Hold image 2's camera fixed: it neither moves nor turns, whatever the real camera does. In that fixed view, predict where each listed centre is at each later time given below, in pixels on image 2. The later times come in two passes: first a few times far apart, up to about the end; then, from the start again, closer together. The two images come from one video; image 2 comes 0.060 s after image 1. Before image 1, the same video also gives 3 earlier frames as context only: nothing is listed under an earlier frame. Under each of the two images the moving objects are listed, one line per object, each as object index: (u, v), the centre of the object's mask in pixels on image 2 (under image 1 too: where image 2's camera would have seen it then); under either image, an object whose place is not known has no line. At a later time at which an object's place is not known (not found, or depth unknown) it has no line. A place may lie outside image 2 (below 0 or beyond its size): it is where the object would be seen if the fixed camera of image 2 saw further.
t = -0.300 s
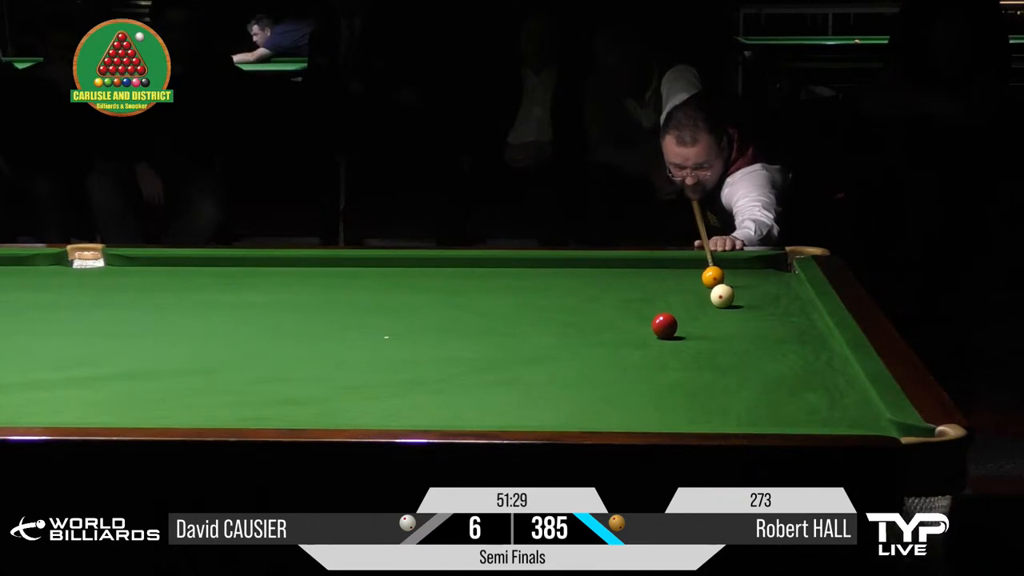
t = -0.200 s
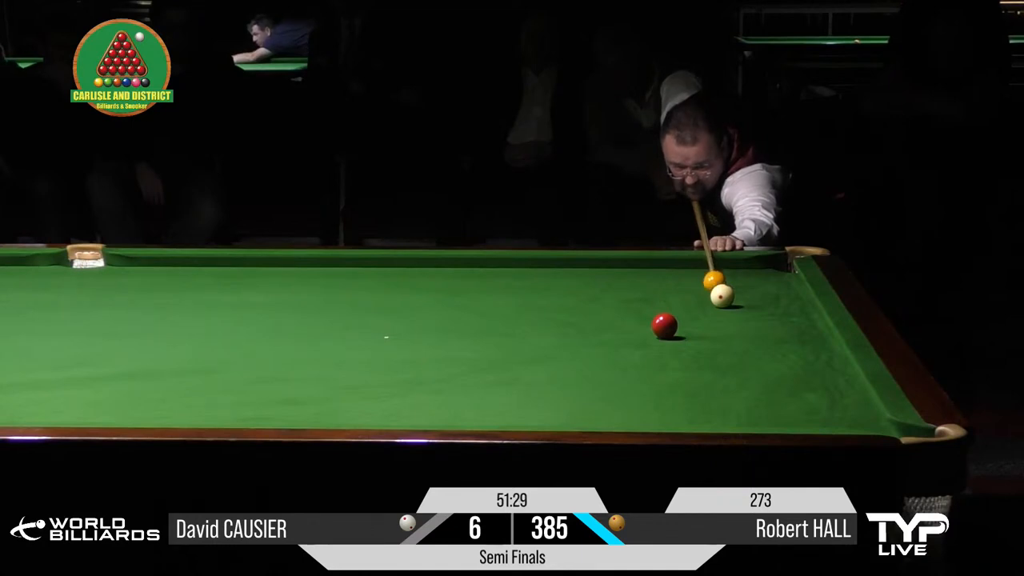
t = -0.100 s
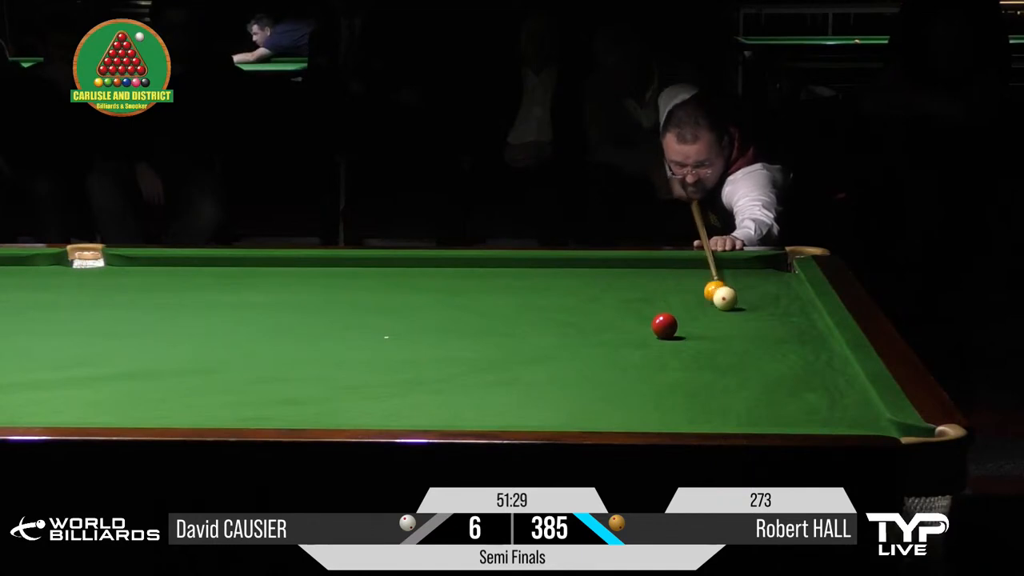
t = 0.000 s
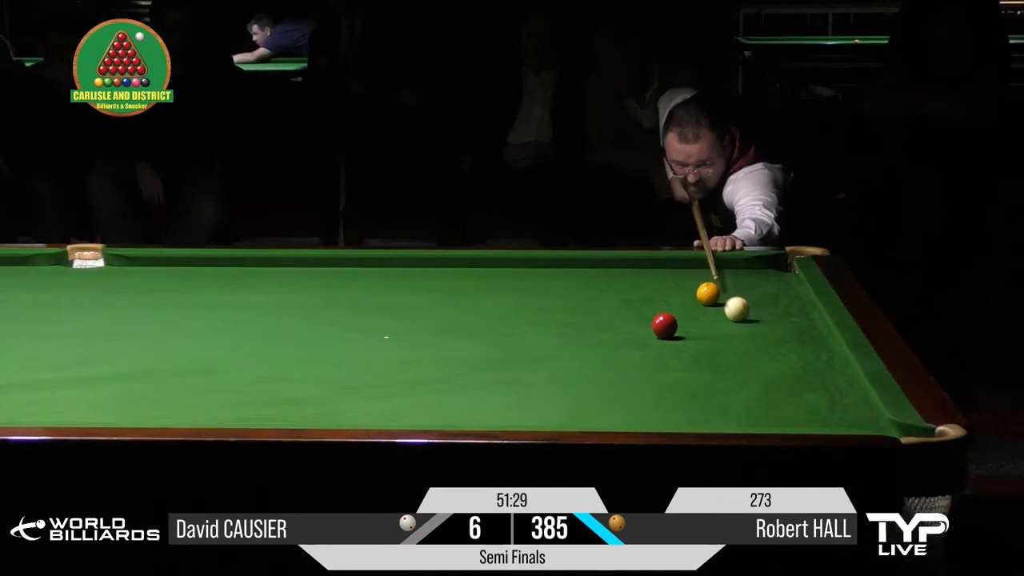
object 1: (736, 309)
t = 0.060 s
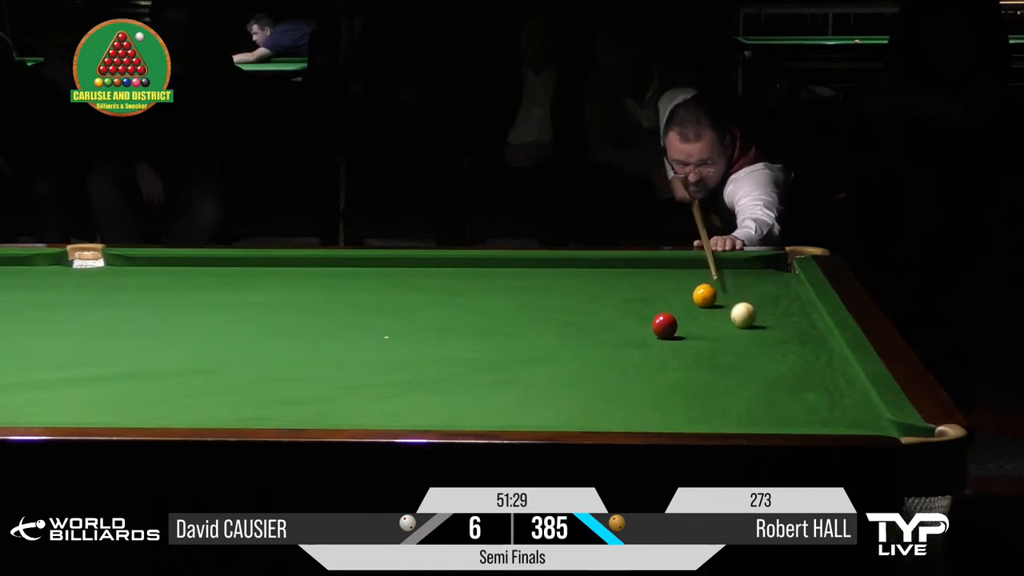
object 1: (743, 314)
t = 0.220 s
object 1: (760, 330)
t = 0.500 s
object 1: (792, 358)
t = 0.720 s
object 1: (820, 382)
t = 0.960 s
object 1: (854, 412)
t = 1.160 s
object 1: (888, 432)
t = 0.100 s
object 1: (747, 318)
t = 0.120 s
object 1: (749, 320)
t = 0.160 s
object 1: (753, 324)
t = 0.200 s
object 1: (757, 327)
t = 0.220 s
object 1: (760, 330)
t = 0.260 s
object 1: (764, 333)
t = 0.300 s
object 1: (769, 337)
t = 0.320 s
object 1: (770, 339)
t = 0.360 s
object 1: (775, 343)
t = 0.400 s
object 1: (779, 347)
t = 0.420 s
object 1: (782, 349)
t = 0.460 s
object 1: (787, 353)
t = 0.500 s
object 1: (792, 358)
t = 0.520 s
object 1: (794, 360)
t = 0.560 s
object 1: (799, 364)
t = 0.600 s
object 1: (804, 369)
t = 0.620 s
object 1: (807, 371)
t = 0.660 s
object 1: (812, 375)
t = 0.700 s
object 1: (817, 380)
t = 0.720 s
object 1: (820, 382)
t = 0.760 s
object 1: (825, 387)
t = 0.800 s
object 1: (831, 392)
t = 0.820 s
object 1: (834, 395)
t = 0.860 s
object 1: (839, 400)
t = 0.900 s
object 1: (845, 405)
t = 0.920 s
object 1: (848, 407)
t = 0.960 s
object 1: (854, 412)
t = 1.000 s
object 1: (860, 416)
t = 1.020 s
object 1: (863, 418)
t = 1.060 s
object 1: (870, 421)
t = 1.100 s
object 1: (876, 425)
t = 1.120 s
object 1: (880, 426)
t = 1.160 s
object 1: (888, 432)
